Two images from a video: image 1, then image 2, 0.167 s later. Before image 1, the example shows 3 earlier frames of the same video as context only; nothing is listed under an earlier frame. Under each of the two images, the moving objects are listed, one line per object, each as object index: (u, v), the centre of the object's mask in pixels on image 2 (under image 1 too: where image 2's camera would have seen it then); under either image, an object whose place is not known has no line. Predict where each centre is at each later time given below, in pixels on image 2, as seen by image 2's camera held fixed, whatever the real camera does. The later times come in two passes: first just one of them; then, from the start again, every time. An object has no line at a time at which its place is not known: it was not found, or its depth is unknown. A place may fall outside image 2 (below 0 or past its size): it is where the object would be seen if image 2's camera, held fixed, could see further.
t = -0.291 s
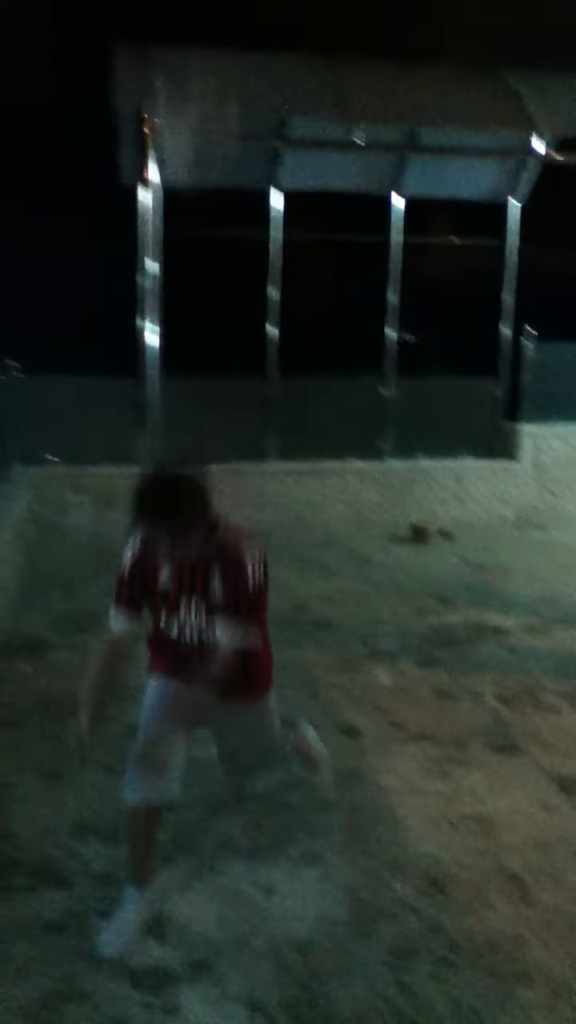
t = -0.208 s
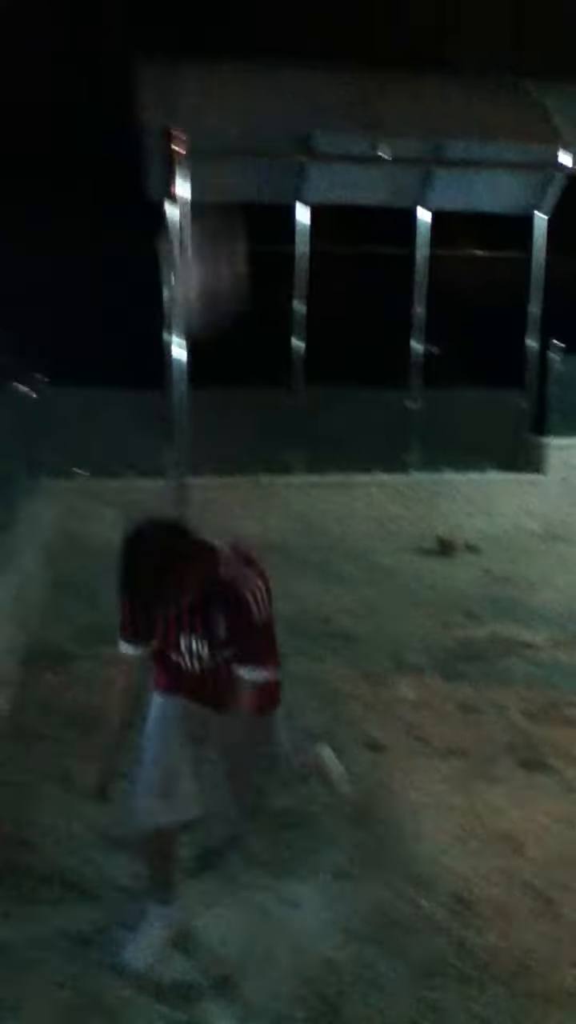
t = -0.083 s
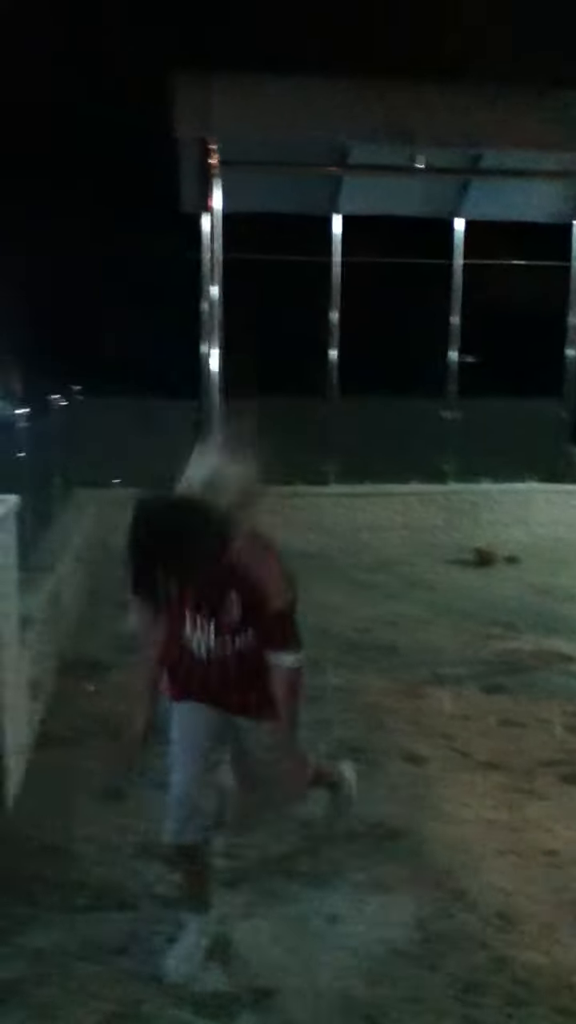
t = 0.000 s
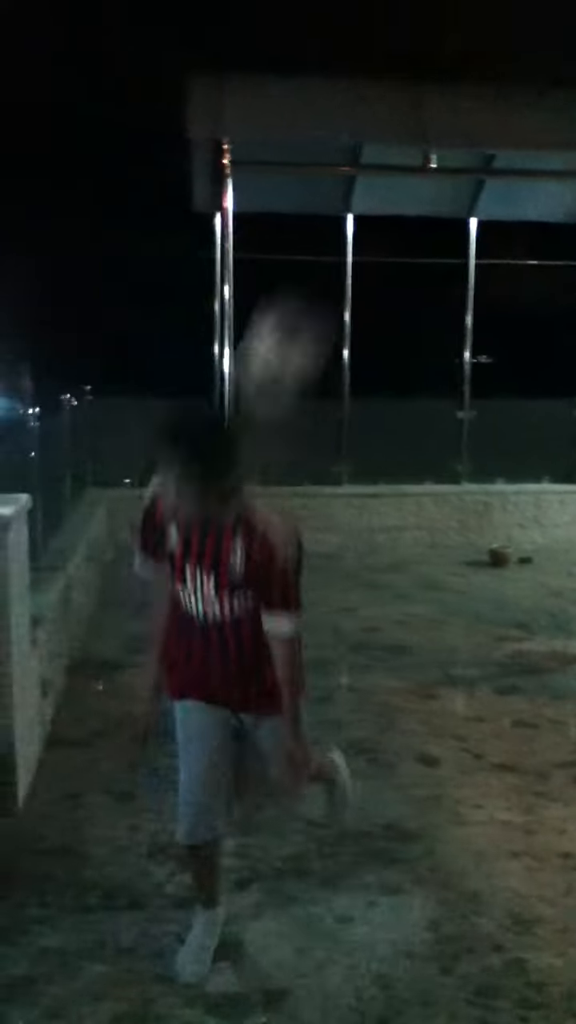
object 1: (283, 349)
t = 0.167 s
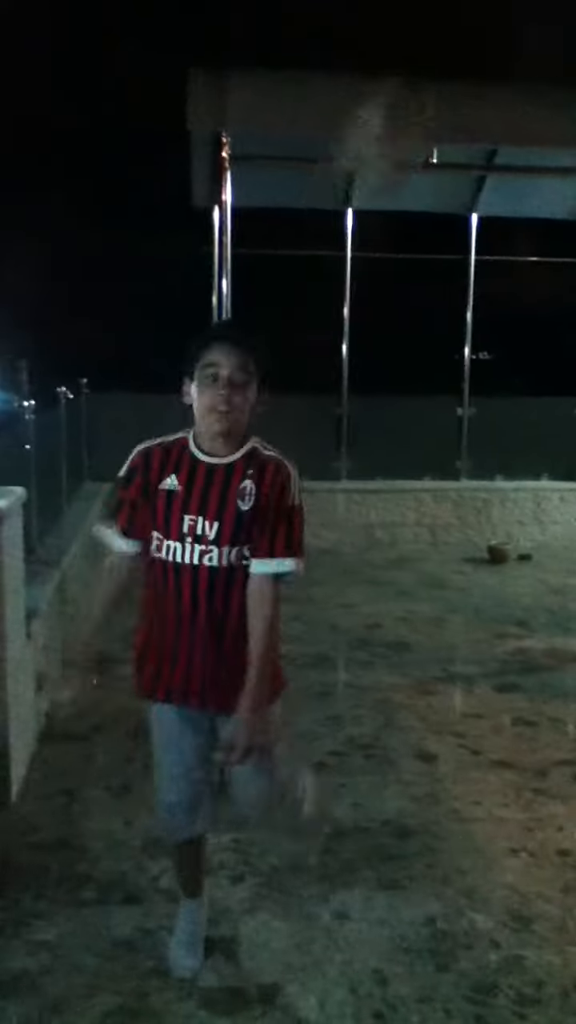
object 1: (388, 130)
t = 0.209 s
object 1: (410, 99)
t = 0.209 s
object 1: (410, 99)
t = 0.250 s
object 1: (437, 76)
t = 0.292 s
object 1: (464, 56)
